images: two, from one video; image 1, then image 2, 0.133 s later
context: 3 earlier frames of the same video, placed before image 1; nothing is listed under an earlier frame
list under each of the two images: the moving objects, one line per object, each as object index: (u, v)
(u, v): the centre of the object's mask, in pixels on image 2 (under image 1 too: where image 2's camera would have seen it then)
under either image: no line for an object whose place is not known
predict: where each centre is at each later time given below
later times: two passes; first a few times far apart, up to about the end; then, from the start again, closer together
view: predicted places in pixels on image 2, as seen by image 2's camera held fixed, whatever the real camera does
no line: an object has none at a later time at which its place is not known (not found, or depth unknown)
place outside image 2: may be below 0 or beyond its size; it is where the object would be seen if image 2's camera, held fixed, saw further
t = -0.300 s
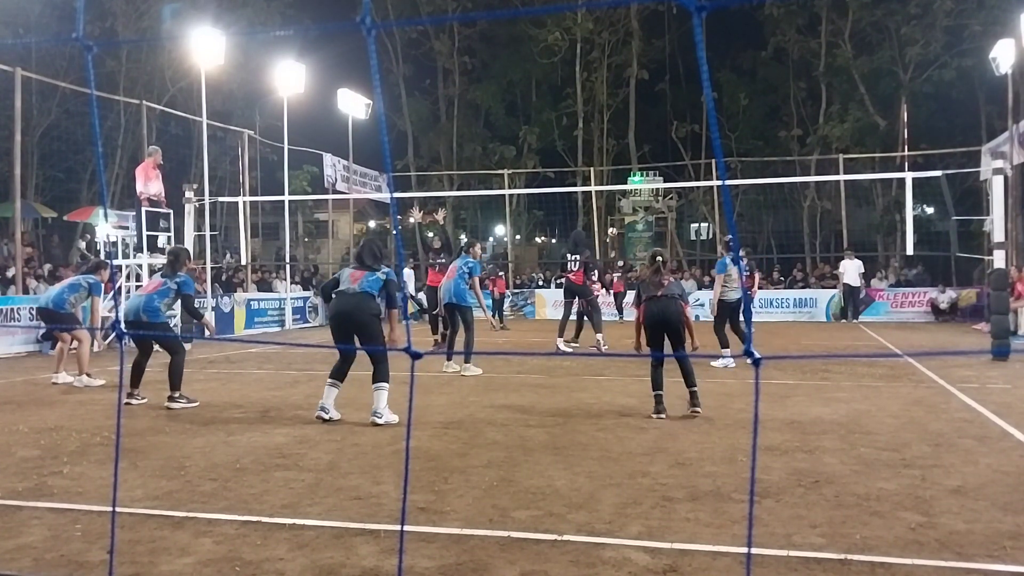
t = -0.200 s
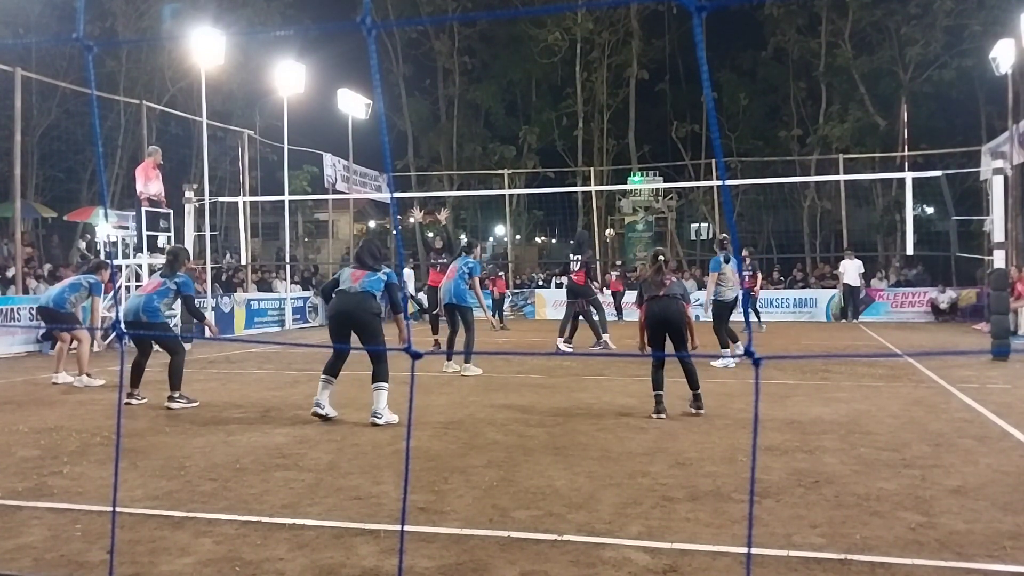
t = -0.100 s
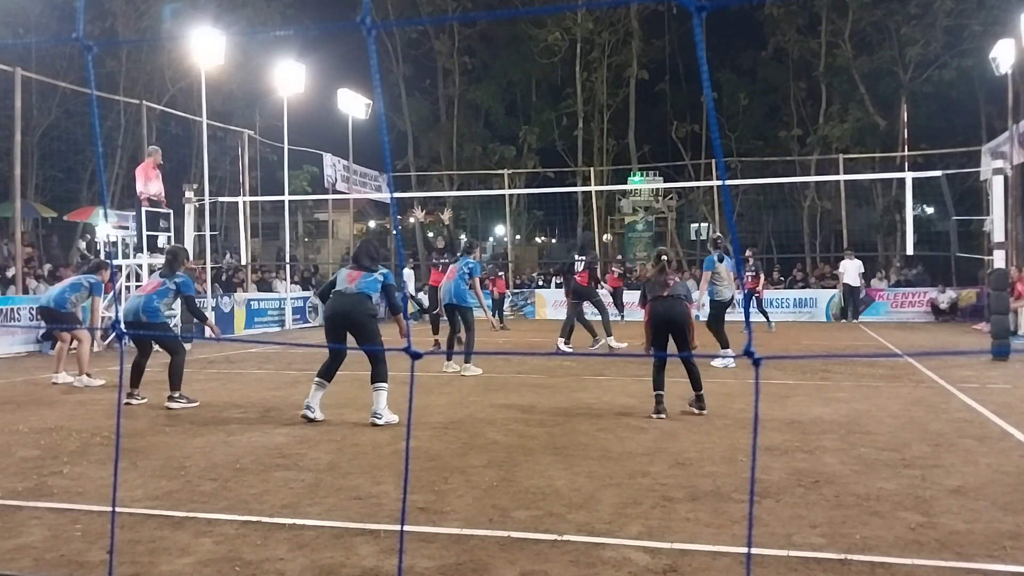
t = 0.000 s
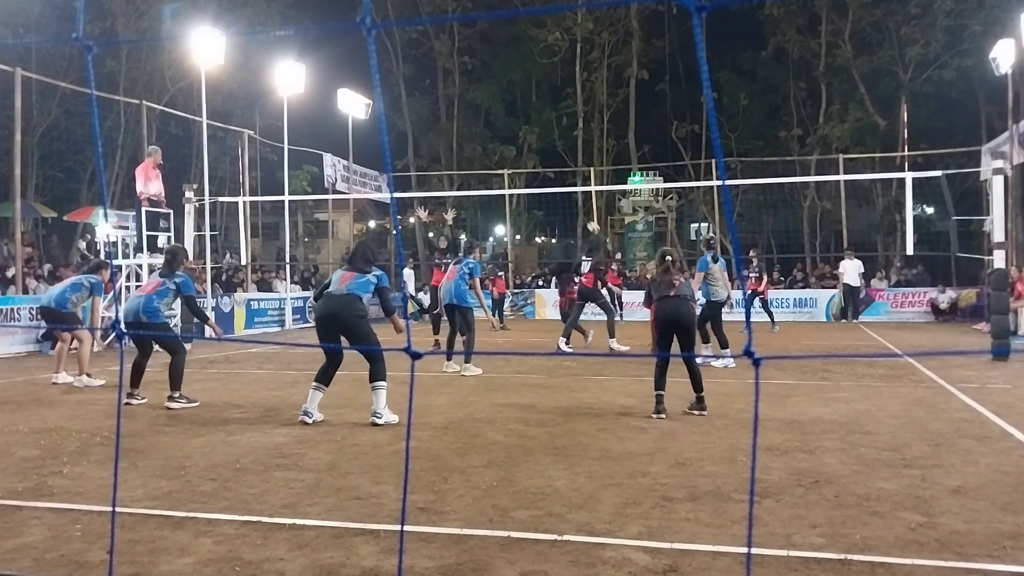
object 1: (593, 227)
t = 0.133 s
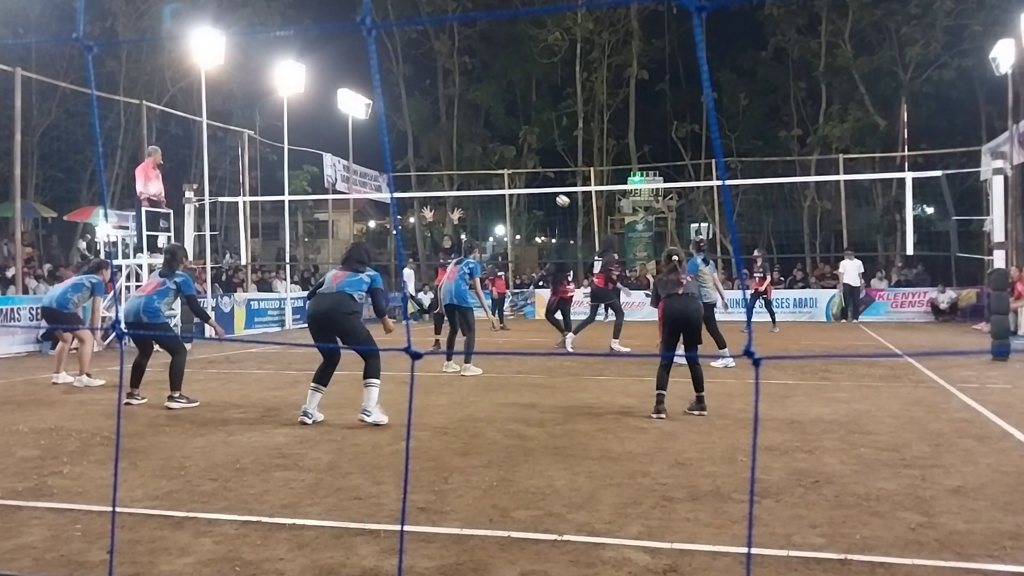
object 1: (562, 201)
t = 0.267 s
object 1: (527, 182)
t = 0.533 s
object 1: (436, 176)
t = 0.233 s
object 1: (536, 184)
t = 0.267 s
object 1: (527, 182)
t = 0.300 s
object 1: (518, 179)
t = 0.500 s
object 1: (450, 175)
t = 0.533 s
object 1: (436, 176)
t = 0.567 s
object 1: (423, 179)
